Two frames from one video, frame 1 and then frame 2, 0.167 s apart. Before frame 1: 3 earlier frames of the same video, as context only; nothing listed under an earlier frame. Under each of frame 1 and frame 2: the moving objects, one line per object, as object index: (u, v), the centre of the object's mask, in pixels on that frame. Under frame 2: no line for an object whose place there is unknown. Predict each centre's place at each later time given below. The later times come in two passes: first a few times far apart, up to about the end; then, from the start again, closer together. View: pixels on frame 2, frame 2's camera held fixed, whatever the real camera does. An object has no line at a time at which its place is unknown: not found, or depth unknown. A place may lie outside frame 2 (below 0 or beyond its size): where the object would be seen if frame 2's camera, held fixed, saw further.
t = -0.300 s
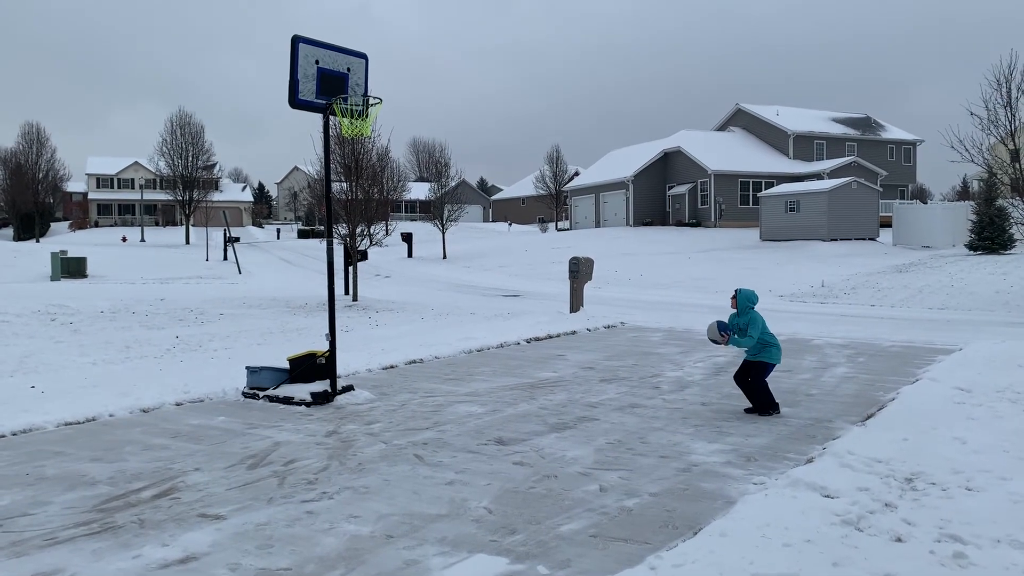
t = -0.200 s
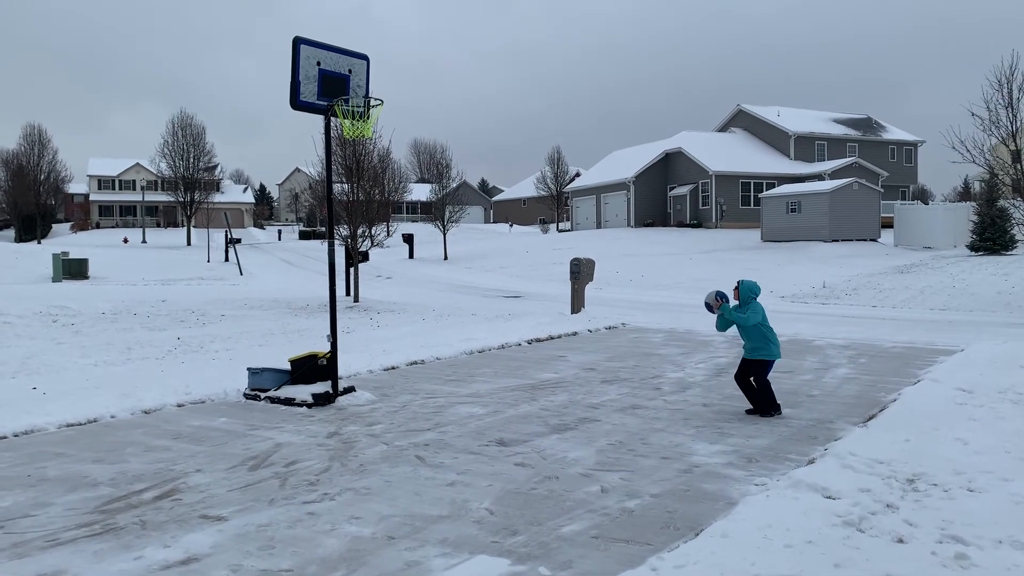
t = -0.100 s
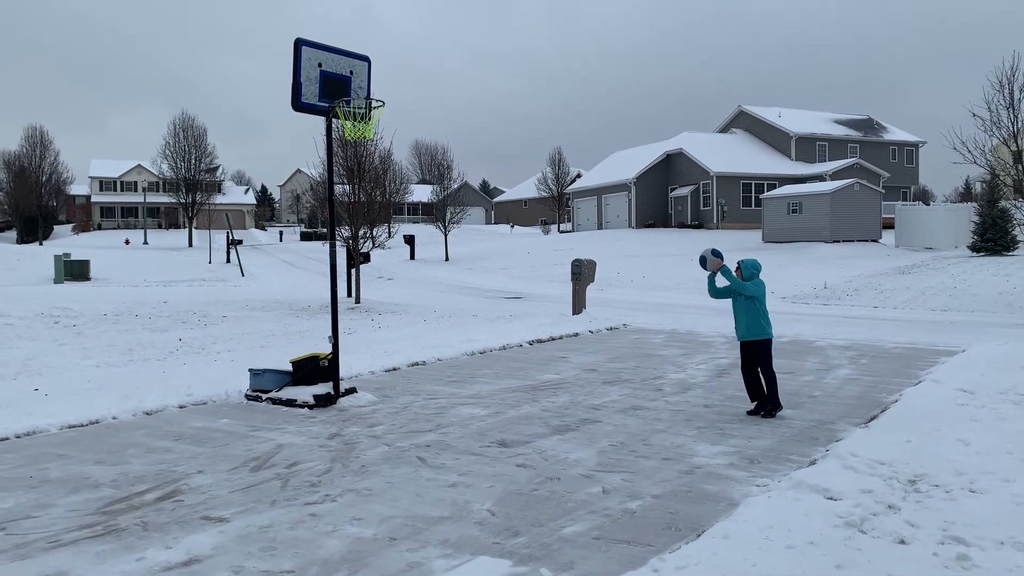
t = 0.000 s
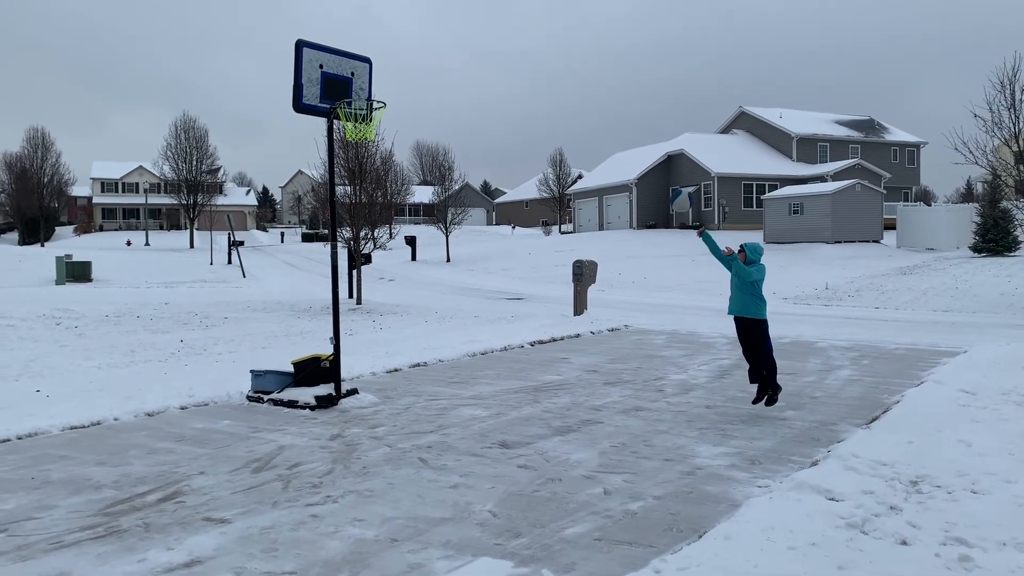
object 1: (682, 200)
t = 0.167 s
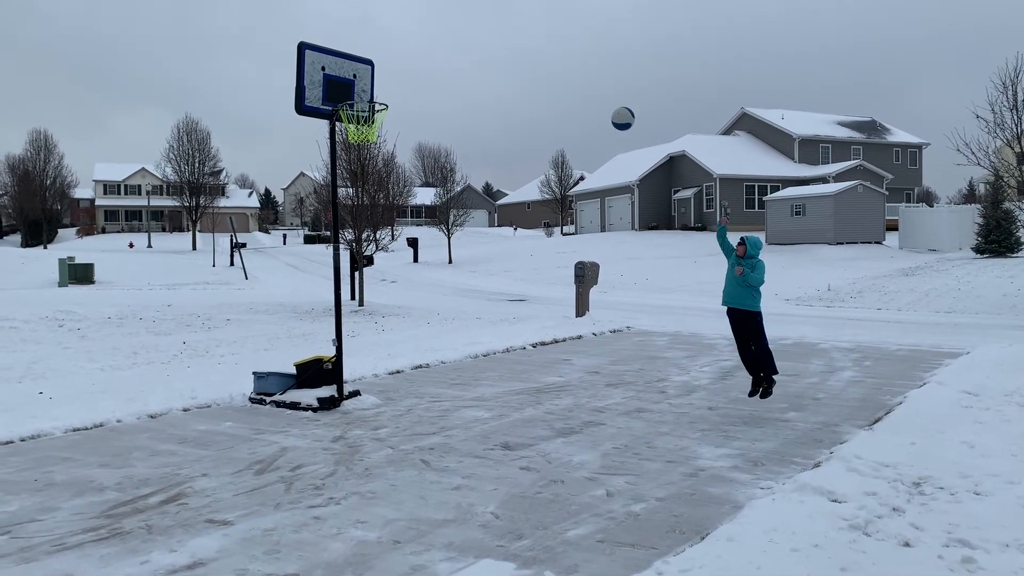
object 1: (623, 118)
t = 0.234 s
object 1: (599, 94)
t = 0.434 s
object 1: (529, 46)
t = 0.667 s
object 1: (452, 42)
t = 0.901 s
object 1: (379, 88)
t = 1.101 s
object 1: (375, 151)
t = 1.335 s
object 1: (373, 270)
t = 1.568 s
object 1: (374, 376)
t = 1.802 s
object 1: (396, 272)
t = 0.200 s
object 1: (611, 106)
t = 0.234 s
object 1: (599, 94)
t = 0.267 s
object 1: (587, 83)
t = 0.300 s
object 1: (575, 73)
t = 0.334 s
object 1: (564, 65)
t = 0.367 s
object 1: (552, 58)
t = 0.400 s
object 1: (541, 51)
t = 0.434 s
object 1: (529, 46)
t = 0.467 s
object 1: (518, 42)
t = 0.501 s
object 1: (507, 40)
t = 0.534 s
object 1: (496, 38)
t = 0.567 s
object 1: (485, 37)
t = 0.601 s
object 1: (474, 38)
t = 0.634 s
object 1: (463, 39)
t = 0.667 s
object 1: (452, 42)
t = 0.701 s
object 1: (442, 45)
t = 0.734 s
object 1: (431, 50)
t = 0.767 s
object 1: (420, 56)
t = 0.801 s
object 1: (410, 62)
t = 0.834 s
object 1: (400, 70)
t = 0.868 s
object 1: (389, 79)
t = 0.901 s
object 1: (379, 88)
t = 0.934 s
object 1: (377, 94)
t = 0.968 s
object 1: (378, 98)
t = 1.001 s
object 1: (382, 112)
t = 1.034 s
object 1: (380, 124)
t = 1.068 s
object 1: (380, 140)
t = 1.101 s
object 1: (375, 151)
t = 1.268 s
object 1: (374, 230)
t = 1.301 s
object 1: (373, 250)
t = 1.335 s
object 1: (373, 270)
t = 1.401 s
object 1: (372, 314)
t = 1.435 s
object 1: (371, 337)
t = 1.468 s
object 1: (370, 362)
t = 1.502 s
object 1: (370, 387)
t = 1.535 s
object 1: (371, 395)
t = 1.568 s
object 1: (374, 376)
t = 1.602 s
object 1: (378, 359)
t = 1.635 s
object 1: (381, 342)
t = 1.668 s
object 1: (384, 325)
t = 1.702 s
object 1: (387, 311)
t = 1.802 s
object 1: (396, 272)
